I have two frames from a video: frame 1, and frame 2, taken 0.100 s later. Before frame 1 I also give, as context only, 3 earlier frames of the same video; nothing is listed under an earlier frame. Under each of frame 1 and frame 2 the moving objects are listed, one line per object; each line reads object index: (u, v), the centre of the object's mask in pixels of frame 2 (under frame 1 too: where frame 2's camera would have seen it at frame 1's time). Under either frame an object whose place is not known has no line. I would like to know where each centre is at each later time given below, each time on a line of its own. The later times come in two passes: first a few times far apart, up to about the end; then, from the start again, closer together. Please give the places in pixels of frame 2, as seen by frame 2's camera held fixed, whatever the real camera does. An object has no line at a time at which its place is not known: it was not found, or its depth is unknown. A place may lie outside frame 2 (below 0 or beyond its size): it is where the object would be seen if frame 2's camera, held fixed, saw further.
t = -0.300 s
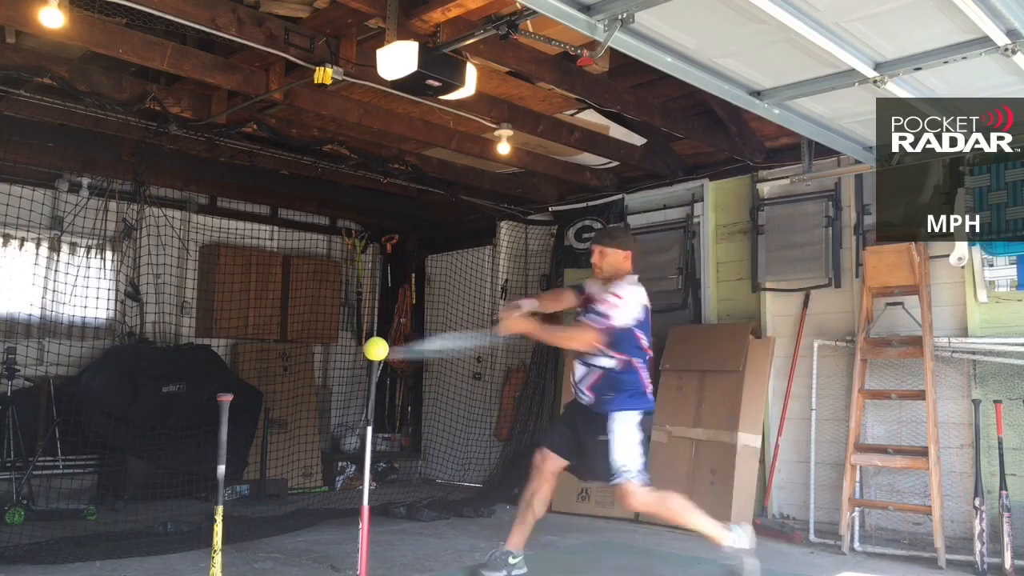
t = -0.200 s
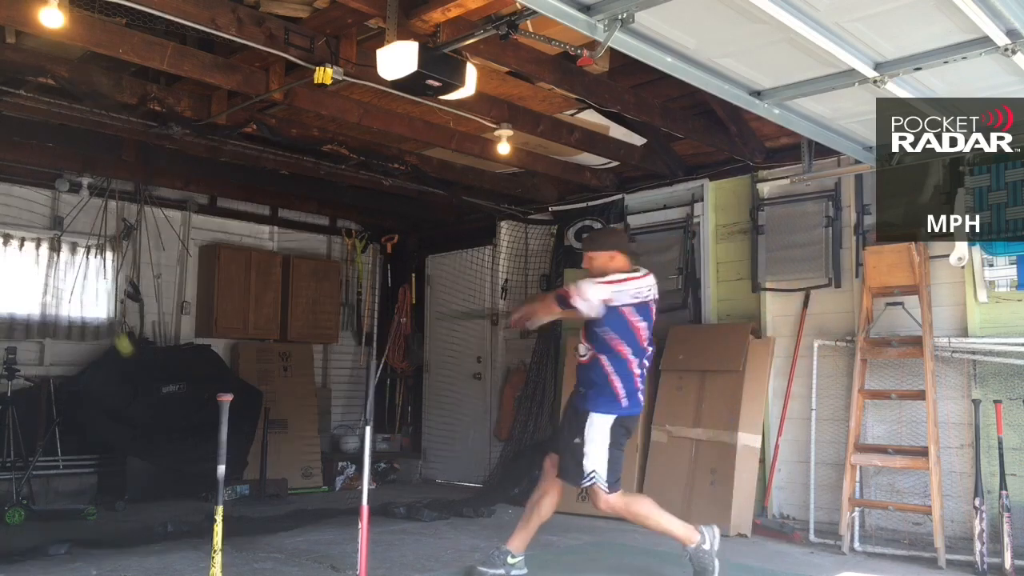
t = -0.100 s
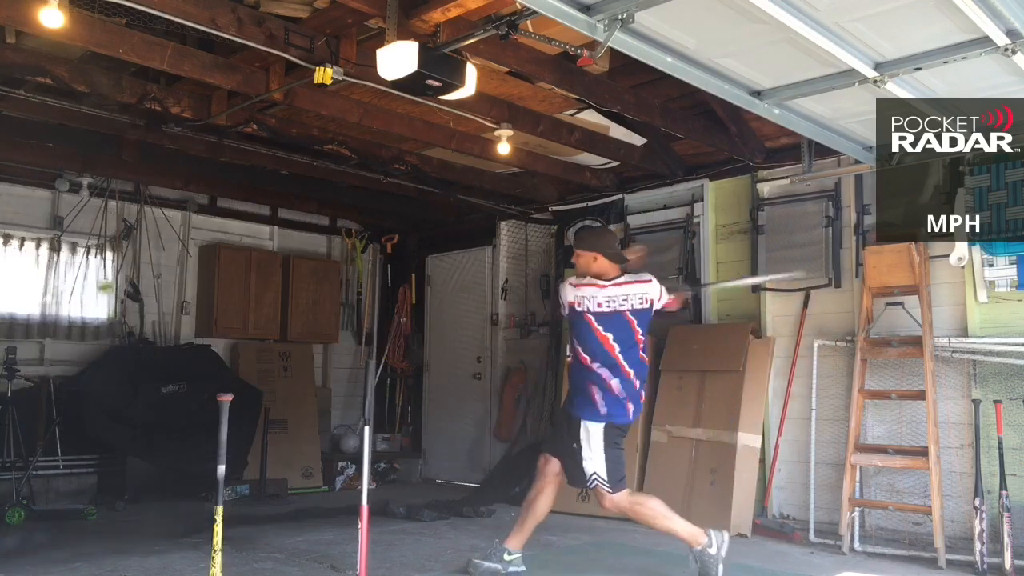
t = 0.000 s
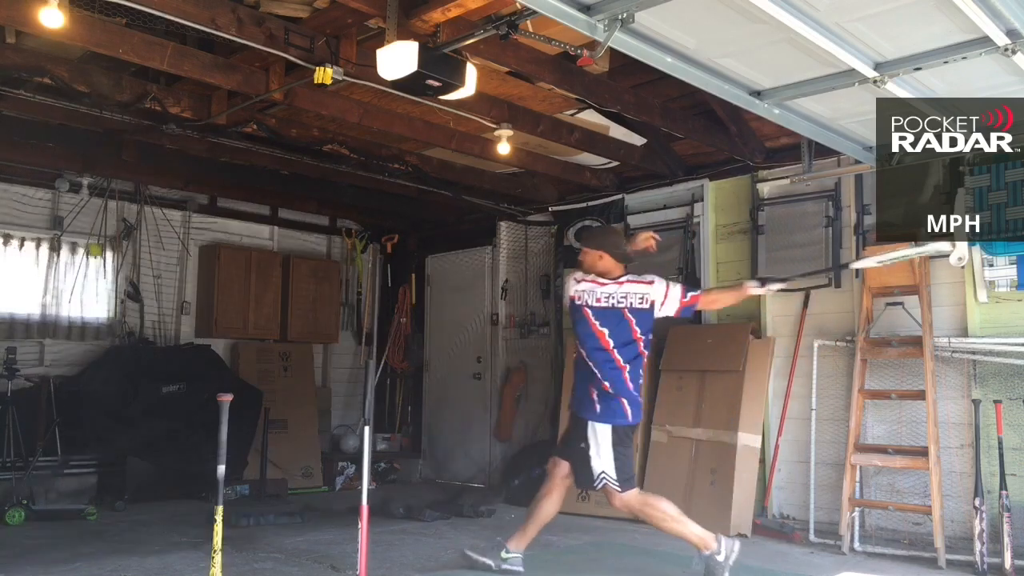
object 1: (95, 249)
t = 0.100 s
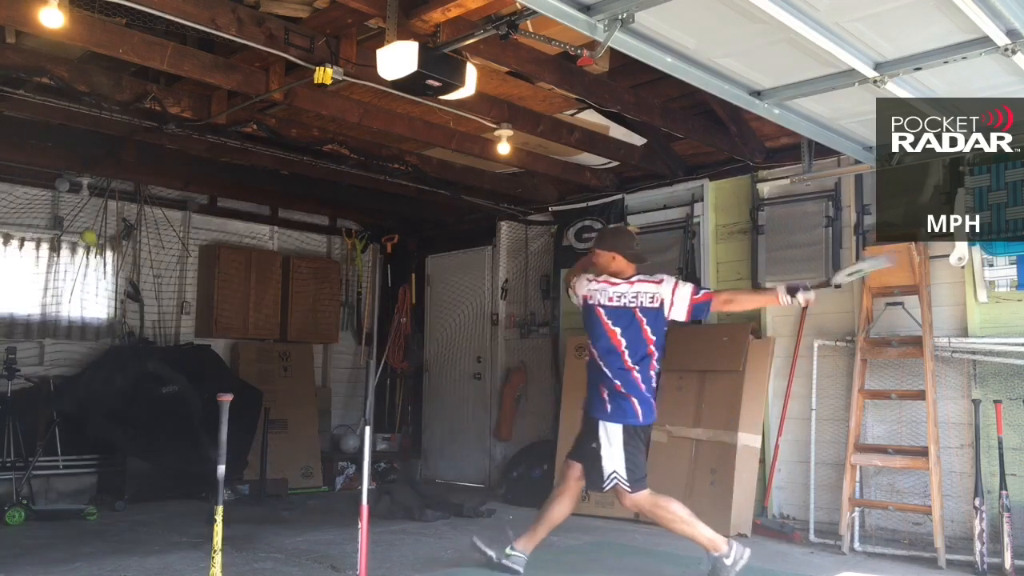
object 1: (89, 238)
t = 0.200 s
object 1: (87, 242)
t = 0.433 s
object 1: (84, 333)
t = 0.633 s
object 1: (76, 505)
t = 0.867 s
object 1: (86, 445)
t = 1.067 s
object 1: (94, 415)
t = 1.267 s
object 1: (98, 469)
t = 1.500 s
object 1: (105, 541)
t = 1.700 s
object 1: (121, 514)
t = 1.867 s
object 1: (132, 564)
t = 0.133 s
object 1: (88, 238)
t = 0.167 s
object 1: (88, 238)
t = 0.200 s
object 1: (87, 242)
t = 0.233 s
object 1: (86, 248)
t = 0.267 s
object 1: (85, 257)
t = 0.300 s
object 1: (85, 267)
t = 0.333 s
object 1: (84, 280)
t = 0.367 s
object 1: (84, 293)
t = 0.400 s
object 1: (83, 312)
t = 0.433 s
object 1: (84, 333)
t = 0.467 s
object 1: (83, 355)
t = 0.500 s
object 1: (82, 379)
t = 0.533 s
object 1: (80, 405)
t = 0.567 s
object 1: (79, 436)
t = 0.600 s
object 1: (78, 468)
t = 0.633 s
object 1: (76, 505)
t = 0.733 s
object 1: (78, 507)
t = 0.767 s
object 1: (80, 488)
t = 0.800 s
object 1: (82, 473)
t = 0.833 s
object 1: (84, 457)
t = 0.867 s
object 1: (86, 445)
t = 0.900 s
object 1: (87, 435)
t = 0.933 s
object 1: (89, 426)
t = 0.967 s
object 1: (90, 420)
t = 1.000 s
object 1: (92, 416)
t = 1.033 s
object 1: (93, 414)
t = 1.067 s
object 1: (94, 415)
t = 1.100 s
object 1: (95, 418)
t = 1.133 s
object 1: (96, 423)
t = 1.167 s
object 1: (97, 430)
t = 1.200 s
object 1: (97, 441)
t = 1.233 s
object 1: (98, 454)
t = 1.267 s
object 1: (98, 469)
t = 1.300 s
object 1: (98, 488)
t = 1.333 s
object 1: (99, 509)
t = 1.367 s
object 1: (98, 533)
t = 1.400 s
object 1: (98, 559)
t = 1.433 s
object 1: (100, 566)
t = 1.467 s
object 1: (102, 555)
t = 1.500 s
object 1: (105, 541)
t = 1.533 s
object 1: (108, 530)
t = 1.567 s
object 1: (111, 522)
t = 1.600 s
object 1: (114, 516)
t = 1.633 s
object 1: (116, 513)
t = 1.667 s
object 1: (119, 512)
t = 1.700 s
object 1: (121, 514)
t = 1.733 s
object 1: (123, 519)
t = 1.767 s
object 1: (125, 526)
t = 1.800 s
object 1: (127, 537)
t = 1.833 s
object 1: (130, 550)
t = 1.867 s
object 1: (132, 564)
